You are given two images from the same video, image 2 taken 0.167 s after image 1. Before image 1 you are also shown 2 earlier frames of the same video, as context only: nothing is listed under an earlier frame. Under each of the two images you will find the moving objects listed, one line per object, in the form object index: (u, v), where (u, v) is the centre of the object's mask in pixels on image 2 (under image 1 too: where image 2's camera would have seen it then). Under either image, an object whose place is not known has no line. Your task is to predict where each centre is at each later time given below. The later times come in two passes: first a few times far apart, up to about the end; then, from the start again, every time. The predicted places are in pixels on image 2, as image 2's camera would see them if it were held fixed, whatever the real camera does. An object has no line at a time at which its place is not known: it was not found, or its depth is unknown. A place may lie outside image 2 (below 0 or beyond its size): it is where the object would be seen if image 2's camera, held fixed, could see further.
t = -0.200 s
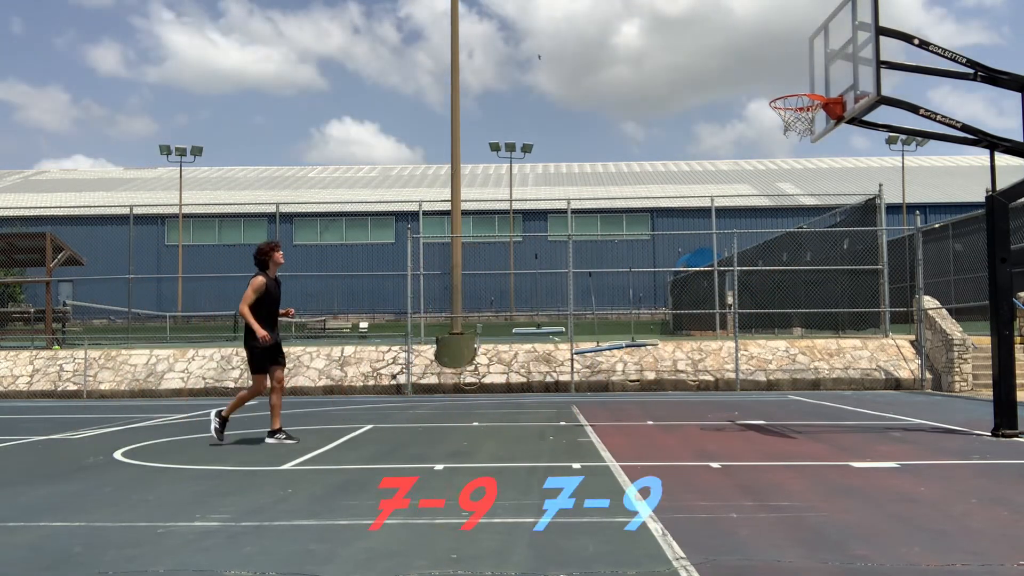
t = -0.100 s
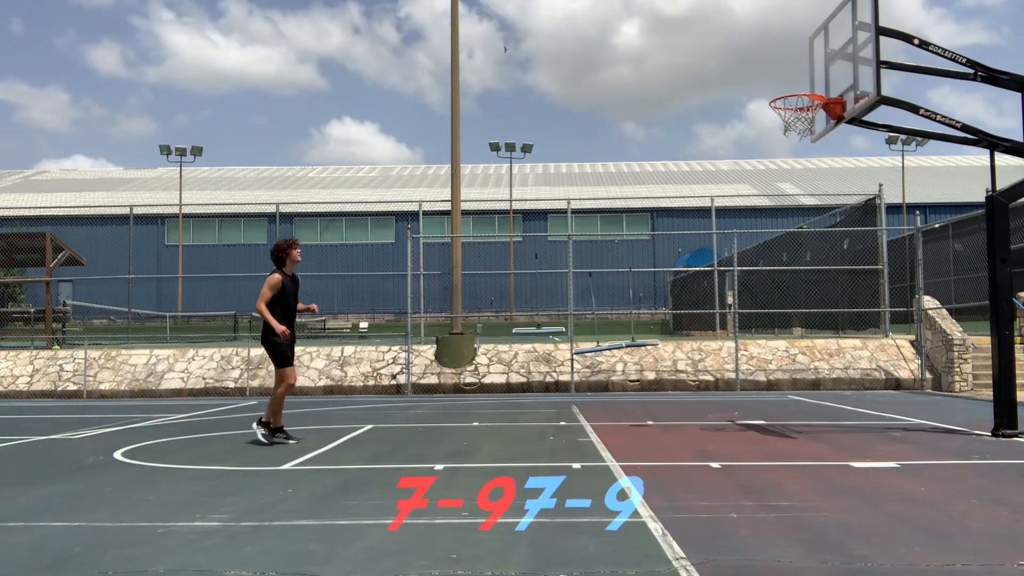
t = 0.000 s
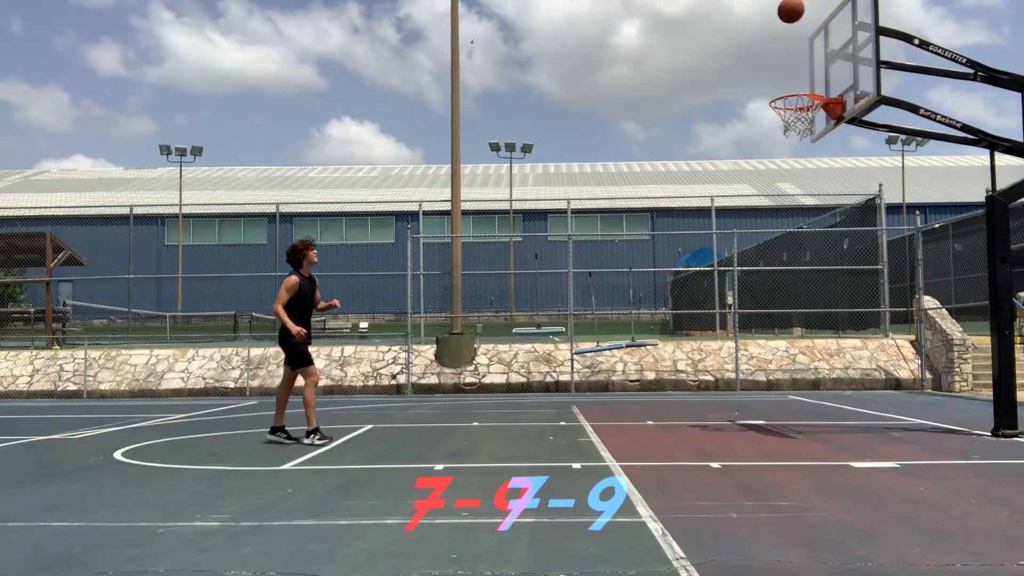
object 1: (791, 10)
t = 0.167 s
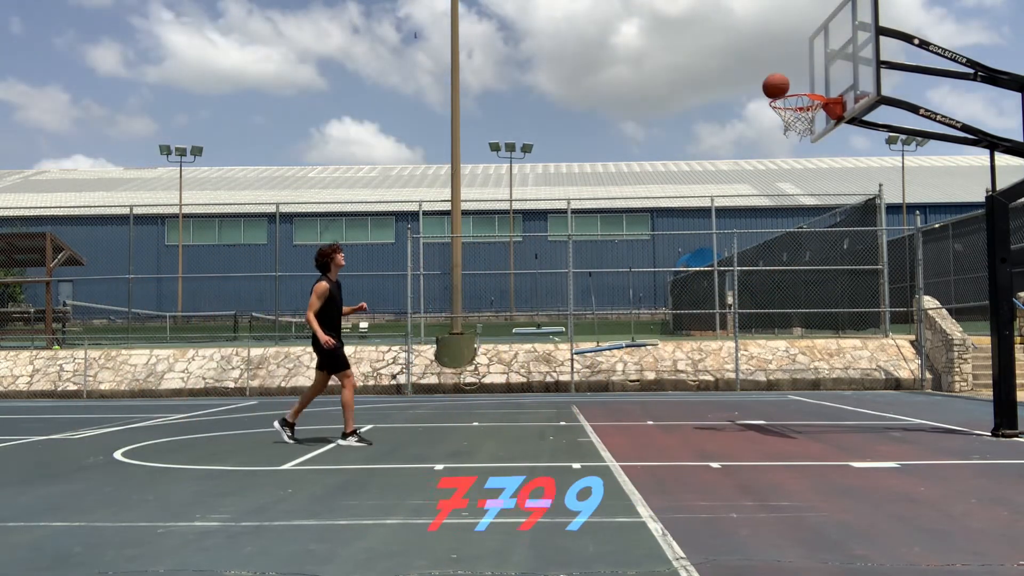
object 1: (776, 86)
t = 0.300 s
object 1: (715, 89)
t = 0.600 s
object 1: (582, 146)
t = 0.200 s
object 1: (761, 91)
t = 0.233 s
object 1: (746, 89)
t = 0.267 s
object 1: (730, 89)
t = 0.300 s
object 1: (715, 89)
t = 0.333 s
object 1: (700, 91)
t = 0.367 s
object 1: (685, 94)
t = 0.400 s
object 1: (670, 98)
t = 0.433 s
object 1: (655, 103)
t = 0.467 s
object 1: (641, 110)
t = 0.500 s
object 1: (626, 117)
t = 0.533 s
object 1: (611, 125)
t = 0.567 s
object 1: (597, 135)
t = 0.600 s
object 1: (582, 146)
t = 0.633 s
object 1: (568, 158)
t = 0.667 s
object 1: (554, 171)
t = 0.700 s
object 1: (540, 185)
